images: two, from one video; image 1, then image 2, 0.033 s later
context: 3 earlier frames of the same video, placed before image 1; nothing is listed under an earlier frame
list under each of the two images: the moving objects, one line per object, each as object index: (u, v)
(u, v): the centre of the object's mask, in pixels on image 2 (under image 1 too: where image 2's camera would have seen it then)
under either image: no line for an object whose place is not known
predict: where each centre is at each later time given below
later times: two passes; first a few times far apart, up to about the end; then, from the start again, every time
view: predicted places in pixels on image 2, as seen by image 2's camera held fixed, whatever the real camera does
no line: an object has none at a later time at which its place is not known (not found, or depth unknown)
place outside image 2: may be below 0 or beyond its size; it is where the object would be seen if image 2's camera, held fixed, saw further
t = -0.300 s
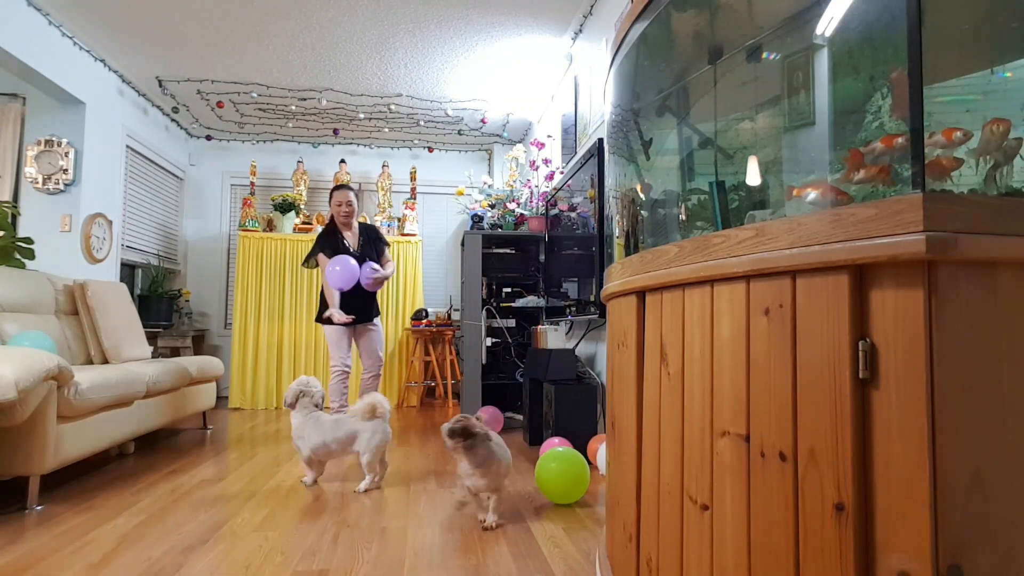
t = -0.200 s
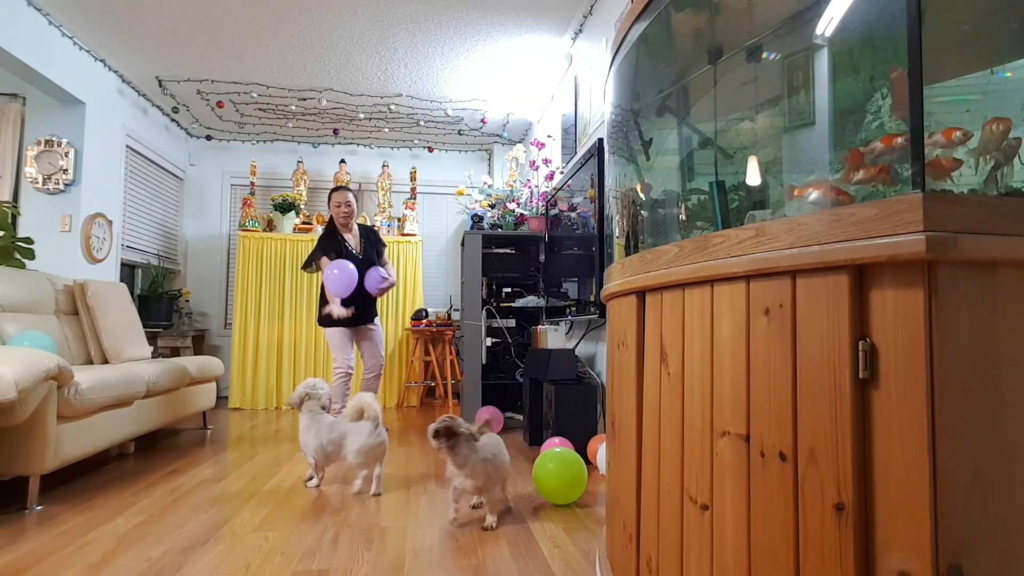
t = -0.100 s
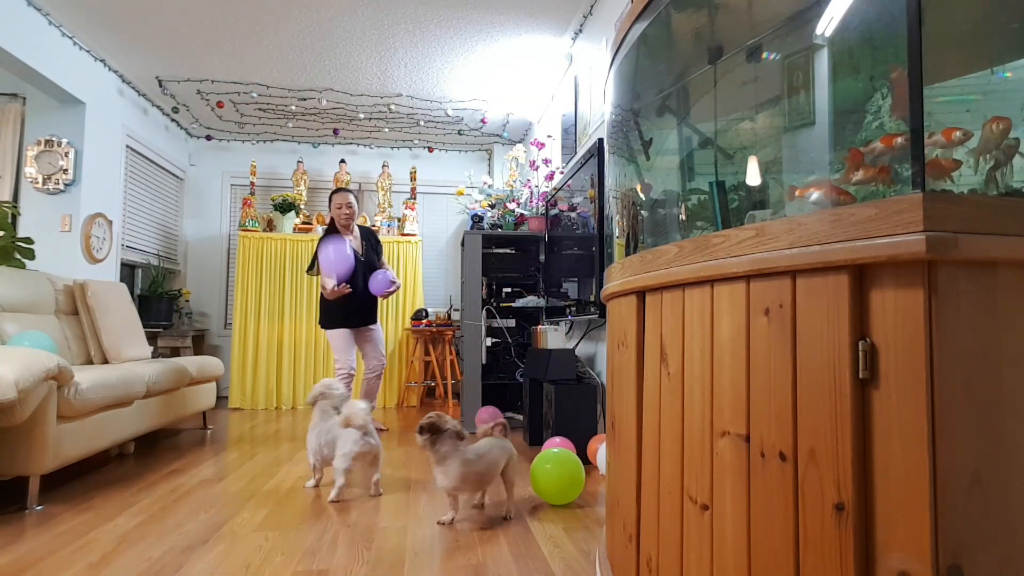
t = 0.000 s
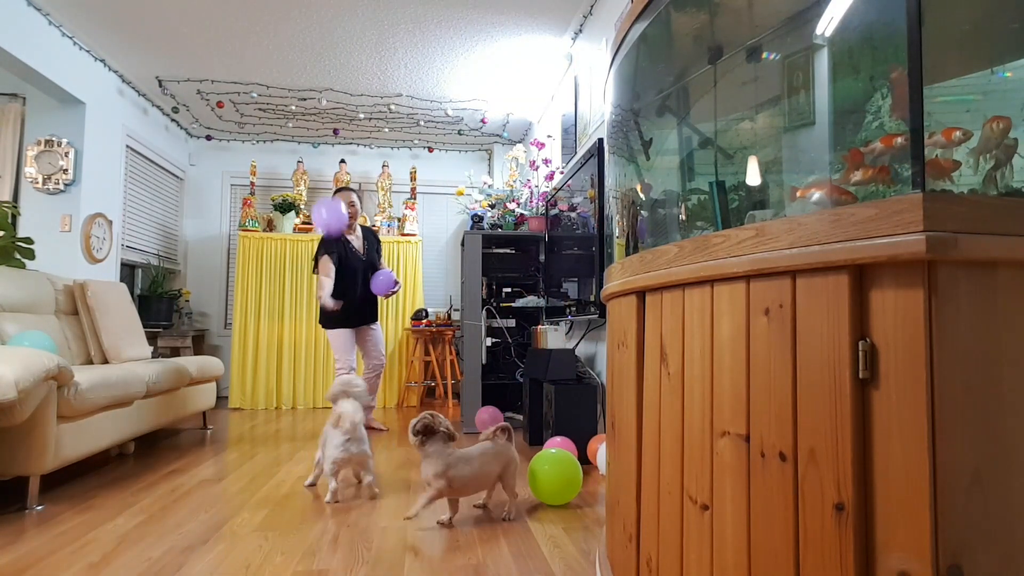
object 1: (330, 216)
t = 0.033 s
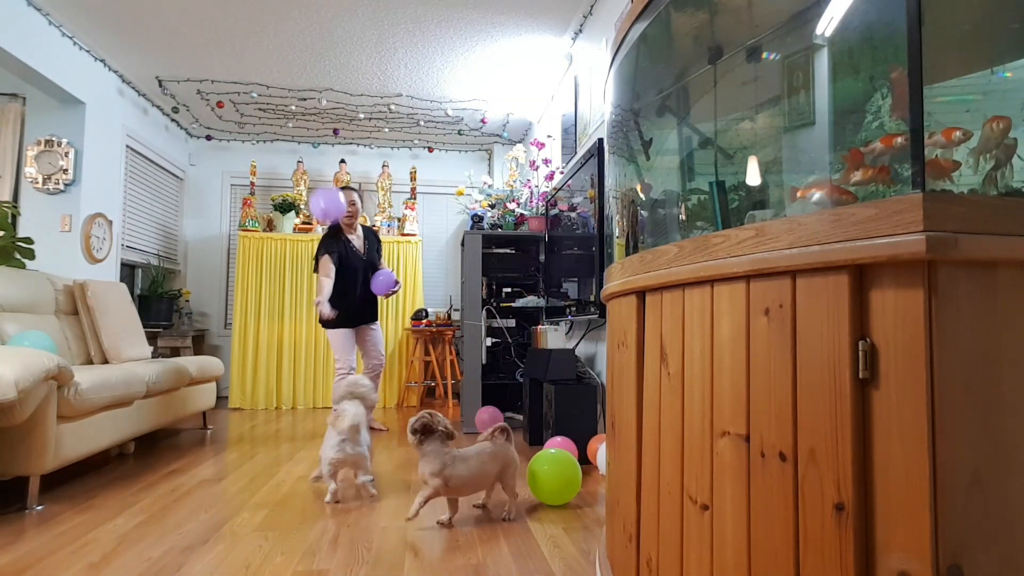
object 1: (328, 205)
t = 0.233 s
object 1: (318, 161)
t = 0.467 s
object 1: (309, 140)
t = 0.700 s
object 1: (301, 142)
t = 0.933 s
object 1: (297, 172)
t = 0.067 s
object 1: (326, 195)
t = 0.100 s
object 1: (324, 185)
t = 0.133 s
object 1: (322, 178)
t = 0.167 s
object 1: (321, 172)
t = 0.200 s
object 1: (320, 166)
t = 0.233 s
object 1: (318, 161)
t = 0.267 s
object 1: (317, 156)
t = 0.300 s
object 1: (316, 152)
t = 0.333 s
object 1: (314, 149)
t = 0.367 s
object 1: (313, 146)
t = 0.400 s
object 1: (312, 143)
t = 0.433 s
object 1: (310, 141)
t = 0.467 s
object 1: (309, 140)
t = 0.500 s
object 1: (308, 138)
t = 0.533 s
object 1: (307, 138)
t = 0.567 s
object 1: (305, 137)
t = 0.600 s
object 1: (304, 137)
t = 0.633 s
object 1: (303, 138)
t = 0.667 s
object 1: (302, 140)
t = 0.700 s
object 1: (301, 142)
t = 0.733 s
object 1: (300, 144)
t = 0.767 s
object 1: (299, 148)
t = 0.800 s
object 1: (298, 151)
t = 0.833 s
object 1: (297, 156)
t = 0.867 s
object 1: (297, 160)
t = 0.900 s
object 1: (296, 166)
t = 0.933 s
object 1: (297, 172)
